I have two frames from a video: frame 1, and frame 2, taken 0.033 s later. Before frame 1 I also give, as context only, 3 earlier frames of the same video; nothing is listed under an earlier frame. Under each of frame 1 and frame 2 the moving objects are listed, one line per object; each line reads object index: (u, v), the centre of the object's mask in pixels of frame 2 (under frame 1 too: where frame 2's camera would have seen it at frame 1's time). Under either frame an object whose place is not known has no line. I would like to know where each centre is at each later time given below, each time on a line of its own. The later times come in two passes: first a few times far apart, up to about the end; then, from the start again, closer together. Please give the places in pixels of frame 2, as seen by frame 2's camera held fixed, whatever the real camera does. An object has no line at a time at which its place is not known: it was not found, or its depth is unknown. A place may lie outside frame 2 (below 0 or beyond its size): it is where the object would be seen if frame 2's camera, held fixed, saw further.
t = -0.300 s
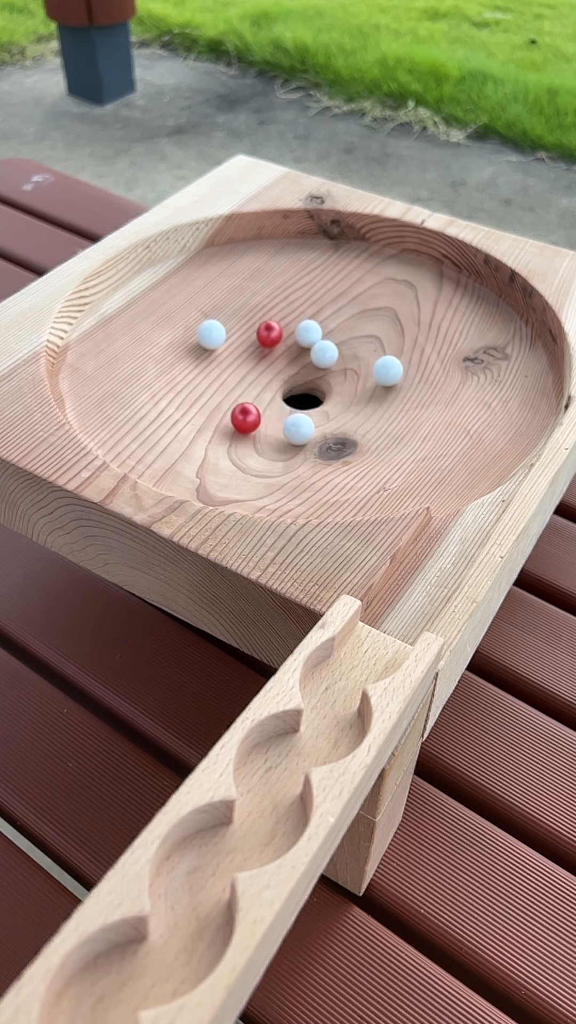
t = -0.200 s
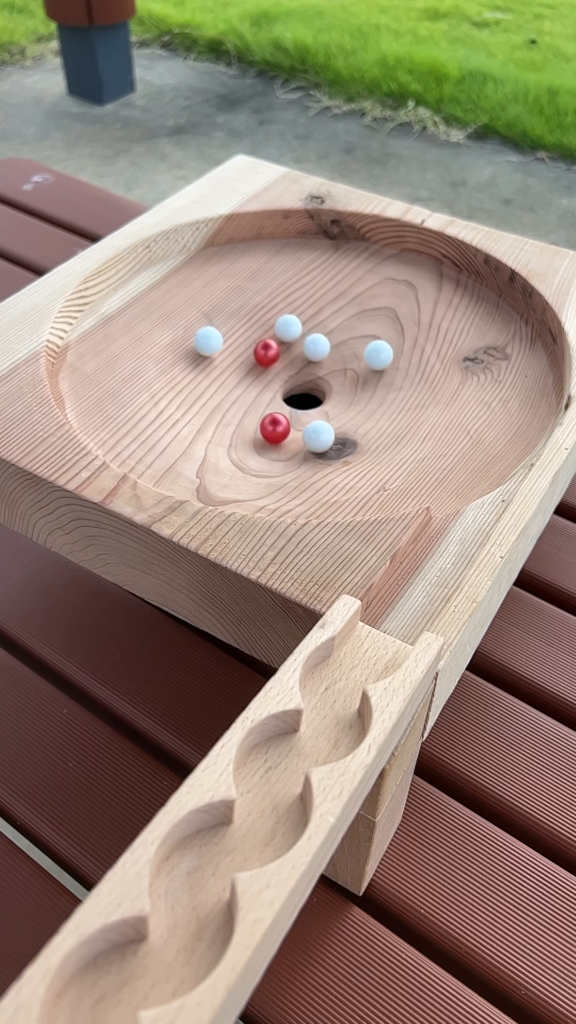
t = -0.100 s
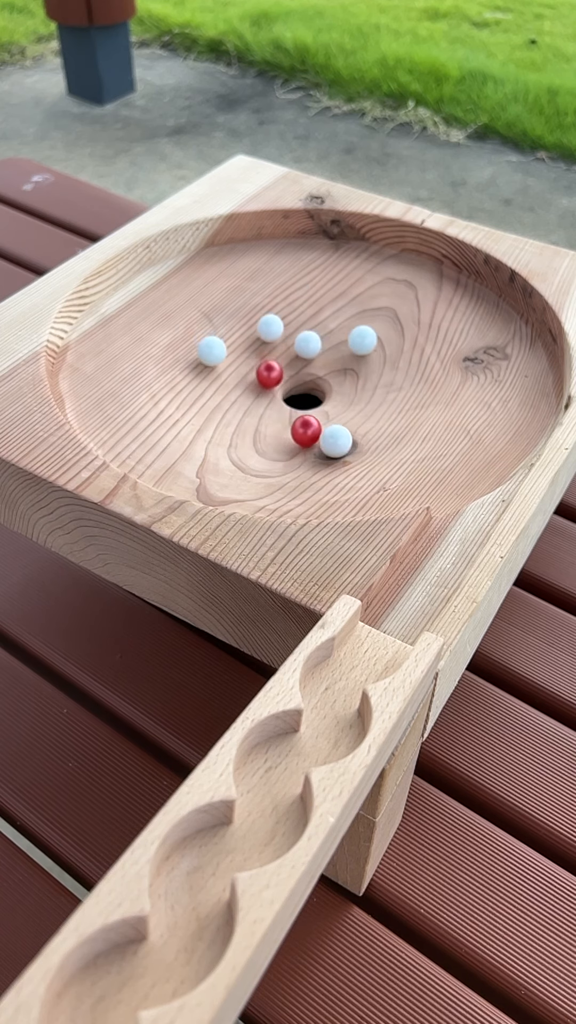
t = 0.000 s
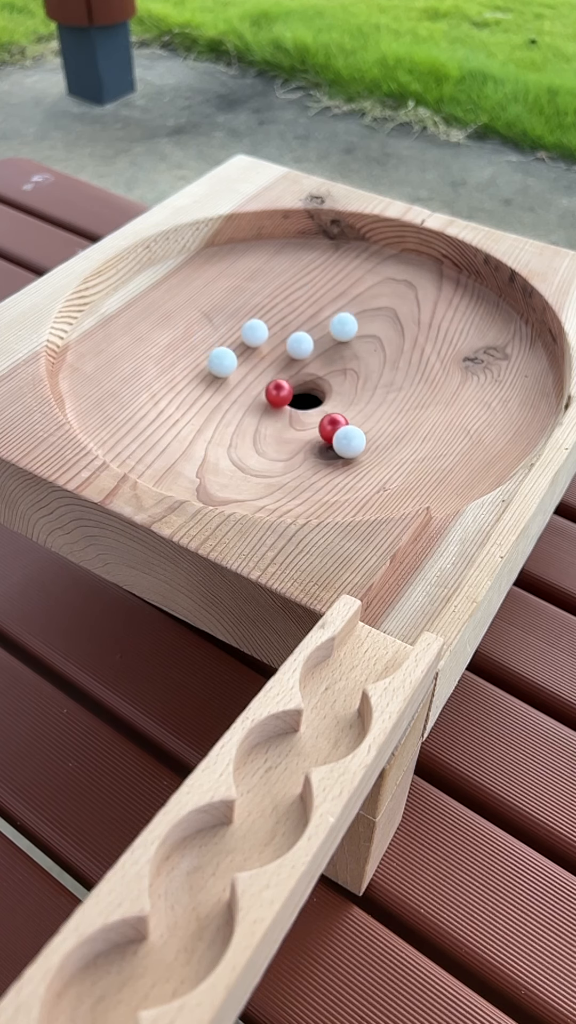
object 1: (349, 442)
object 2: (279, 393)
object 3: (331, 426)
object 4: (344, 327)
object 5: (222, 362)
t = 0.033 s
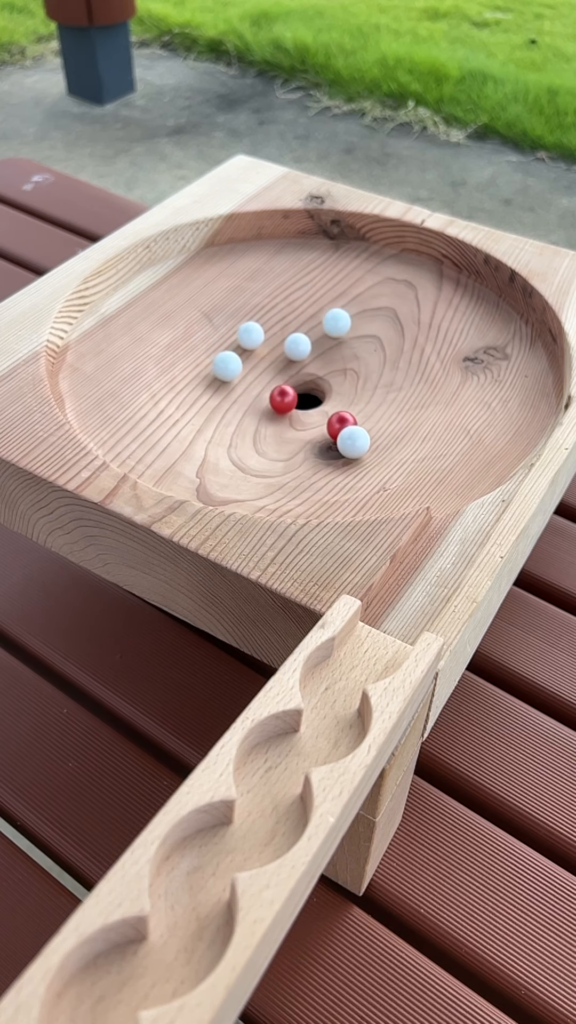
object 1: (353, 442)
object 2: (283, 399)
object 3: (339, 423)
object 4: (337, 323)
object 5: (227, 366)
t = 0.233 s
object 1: (374, 438)
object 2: (313, 423)
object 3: (378, 409)
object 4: (296, 309)
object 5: (273, 391)
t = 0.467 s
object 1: (382, 424)
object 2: (338, 430)
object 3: (381, 377)
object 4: (255, 315)
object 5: (346, 399)
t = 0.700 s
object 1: (365, 401)
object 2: (340, 422)
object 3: (347, 341)
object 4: (228, 343)
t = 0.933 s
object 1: (316, 368)
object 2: (363, 408)
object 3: (295, 319)
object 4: (229, 381)
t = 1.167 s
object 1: (252, 341)
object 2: (354, 380)
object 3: (248, 317)
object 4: (267, 418)
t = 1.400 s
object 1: (220, 351)
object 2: (320, 351)
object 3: (216, 320)
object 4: (322, 431)
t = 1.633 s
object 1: (222, 371)
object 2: (288, 340)
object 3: (204, 337)
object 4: (359, 423)
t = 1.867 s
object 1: (261, 396)
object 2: (268, 353)
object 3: (200, 357)
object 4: (368, 401)
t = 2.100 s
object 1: (325, 406)
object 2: (273, 381)
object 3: (234, 386)
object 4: (342, 367)
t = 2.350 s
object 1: (375, 389)
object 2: (323, 396)
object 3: (295, 413)
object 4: (292, 328)
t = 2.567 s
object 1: (383, 364)
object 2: (354, 379)
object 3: (345, 413)
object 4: (257, 317)
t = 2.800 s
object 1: (364, 342)
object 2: (339, 364)
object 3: (371, 396)
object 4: (235, 329)
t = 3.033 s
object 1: (321, 331)
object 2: (298, 352)
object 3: (358, 370)
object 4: (236, 358)
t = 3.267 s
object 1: (275, 335)
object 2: (258, 353)
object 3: (314, 344)
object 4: (272, 394)
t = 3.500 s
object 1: (250, 352)
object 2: (240, 371)
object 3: (270, 334)
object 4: (331, 412)
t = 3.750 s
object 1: (263, 378)
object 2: (256, 398)
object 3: (243, 347)
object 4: (375, 404)
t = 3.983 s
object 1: (299, 392)
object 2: (297, 414)
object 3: (251, 375)
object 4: (379, 385)
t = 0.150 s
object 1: (367, 441)
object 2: (301, 415)
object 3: (365, 415)
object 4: (313, 312)
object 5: (251, 381)
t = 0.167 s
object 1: (368, 440)
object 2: (303, 417)
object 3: (368, 414)
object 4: (309, 311)
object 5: (255, 383)
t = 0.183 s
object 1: (370, 440)
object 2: (306, 418)
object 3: (371, 413)
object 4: (306, 310)
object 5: (259, 385)
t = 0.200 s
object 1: (371, 439)
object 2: (308, 420)
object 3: (374, 411)
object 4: (303, 309)
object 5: (264, 387)
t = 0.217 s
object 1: (373, 438)
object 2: (311, 421)
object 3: (376, 410)
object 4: (300, 309)
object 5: (268, 389)
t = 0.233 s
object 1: (374, 438)
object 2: (313, 423)
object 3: (378, 409)
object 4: (296, 309)
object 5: (273, 391)
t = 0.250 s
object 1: (375, 437)
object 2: (316, 424)
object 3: (379, 407)
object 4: (293, 308)
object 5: (278, 393)
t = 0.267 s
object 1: (376, 436)
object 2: (318, 425)
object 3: (381, 405)
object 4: (290, 308)
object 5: (283, 395)
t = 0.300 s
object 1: (379, 434)
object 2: (322, 427)
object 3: (383, 401)
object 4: (283, 308)
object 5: (294, 397)
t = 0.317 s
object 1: (379, 434)
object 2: (324, 427)
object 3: (383, 399)
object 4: (280, 308)
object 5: (299, 398)
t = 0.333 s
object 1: (380, 433)
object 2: (326, 428)
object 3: (384, 397)
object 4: (277, 309)
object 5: (304, 399)
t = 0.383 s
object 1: (382, 430)
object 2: (331, 429)
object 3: (385, 389)
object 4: (268, 310)
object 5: (320, 400)
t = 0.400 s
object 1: (382, 429)
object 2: (333, 430)
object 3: (385, 387)
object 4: (266, 311)
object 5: (325, 400)
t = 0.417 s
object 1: (383, 428)
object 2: (334, 430)
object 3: (384, 385)
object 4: (263, 312)
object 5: (331, 399)
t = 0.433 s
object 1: (383, 426)
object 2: (336, 430)
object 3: (383, 382)
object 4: (260, 313)
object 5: (336, 399)
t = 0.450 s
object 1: (382, 425)
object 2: (337, 430)
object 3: (382, 379)
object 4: (257, 314)
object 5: (341, 399)
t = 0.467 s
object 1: (382, 424)
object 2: (338, 430)
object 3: (381, 377)
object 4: (255, 315)
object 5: (346, 399)
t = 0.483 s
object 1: (382, 422)
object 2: (339, 430)
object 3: (380, 374)
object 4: (252, 317)
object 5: (351, 398)
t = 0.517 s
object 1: (381, 419)
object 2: (341, 430)
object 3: (377, 369)
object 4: (247, 320)
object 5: (359, 396)
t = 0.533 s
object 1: (380, 418)
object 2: (341, 430)
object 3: (375, 366)
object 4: (245, 322)
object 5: (363, 394)
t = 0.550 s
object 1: (379, 416)
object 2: (342, 429)
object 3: (373, 363)
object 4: (243, 324)
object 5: (366, 392)
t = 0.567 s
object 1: (378, 415)
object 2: (342, 429)
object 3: (371, 360)
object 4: (241, 326)
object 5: (370, 390)
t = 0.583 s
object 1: (377, 414)
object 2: (342, 428)
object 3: (368, 358)
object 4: (239, 328)
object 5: (373, 388)
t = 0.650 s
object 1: (371, 407)
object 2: (342, 425)
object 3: (357, 348)
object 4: (232, 336)
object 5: (385, 383)
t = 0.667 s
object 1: (369, 405)
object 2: (341, 424)
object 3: (354, 346)
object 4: (230, 338)
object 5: (387, 382)
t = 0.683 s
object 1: (367, 403)
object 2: (340, 423)
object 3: (350, 343)
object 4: (229, 341)
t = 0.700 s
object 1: (365, 401)
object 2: (340, 422)
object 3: (347, 341)
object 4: (228, 343)
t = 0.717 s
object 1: (362, 399)
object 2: (339, 421)
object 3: (343, 339)
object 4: (227, 346)
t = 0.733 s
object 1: (360, 397)
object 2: (340, 420)
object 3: (340, 336)
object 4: (226, 348)
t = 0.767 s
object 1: (354, 393)
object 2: (347, 419)
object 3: (333, 333)
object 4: (225, 354)
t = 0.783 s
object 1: (351, 390)
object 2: (350, 418)
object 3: (329, 330)
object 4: (224, 356)
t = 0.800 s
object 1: (348, 388)
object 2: (352, 417)
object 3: (325, 329)
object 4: (224, 359)
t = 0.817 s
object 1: (344, 386)
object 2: (354, 416)
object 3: (321, 327)
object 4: (224, 361)
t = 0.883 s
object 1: (329, 376)
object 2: (360, 412)
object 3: (306, 321)
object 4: (226, 373)
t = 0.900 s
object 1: (325, 373)
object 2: (361, 411)
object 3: (302, 320)
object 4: (227, 375)
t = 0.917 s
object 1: (321, 370)
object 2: (362, 409)
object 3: (299, 320)
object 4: (227, 378)
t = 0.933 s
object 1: (316, 368)
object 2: (363, 408)
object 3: (295, 319)
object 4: (229, 381)
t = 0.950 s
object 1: (311, 365)
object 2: (364, 406)
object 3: (292, 318)
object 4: (230, 384)
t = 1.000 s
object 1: (296, 358)
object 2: (364, 401)
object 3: (281, 317)
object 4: (236, 393)
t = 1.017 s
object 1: (291, 355)
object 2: (364, 399)
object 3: (277, 317)
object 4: (238, 396)
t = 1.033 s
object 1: (286, 353)
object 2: (364, 397)
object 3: (274, 317)
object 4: (240, 399)
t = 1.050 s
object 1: (281, 351)
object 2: (363, 395)
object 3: (271, 317)
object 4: (243, 401)
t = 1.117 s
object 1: (263, 343)
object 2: (359, 387)
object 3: (258, 318)
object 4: (256, 411)
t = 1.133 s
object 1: (259, 342)
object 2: (358, 384)
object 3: (254, 318)
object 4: (259, 413)
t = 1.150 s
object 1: (255, 341)
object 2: (356, 382)
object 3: (251, 318)
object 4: (263, 415)
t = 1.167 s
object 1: (252, 341)
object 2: (354, 380)
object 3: (248, 317)
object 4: (267, 418)
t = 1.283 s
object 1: (232, 344)
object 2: (337, 363)
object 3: (229, 316)
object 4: (295, 428)
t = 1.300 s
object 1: (230, 345)
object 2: (333, 361)
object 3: (227, 316)
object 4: (299, 429)
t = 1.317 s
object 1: (228, 346)
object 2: (331, 359)
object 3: (225, 317)
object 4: (303, 429)
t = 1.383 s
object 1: (221, 350)
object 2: (322, 352)
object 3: (218, 319)
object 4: (318, 430)
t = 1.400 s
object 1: (220, 351)
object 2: (320, 351)
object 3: (216, 320)
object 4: (322, 431)
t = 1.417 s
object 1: (219, 352)
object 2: (317, 349)
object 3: (214, 321)
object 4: (325, 431)
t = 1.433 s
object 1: (217, 353)
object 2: (315, 348)
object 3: (213, 322)
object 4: (328, 431)
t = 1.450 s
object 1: (217, 354)
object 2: (312, 346)
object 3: (212, 323)
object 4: (332, 431)
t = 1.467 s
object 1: (216, 355)
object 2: (310, 345)
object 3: (211, 324)
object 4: (335, 431)
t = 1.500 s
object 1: (215, 358)
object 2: (306, 343)
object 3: (209, 326)
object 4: (341, 430)
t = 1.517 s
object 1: (216, 360)
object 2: (303, 342)
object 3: (209, 327)
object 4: (344, 429)
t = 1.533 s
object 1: (216, 361)
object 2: (301, 342)
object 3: (208, 329)
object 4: (346, 428)
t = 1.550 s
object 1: (216, 362)
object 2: (299, 341)
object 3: (208, 330)
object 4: (349, 428)
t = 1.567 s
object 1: (217, 364)
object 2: (296, 341)
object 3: (208, 332)
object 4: (351, 427)
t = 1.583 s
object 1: (218, 366)
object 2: (294, 340)
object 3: (208, 333)
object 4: (353, 426)
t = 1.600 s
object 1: (219, 368)
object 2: (292, 340)
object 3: (208, 335)
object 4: (356, 425)
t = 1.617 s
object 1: (220, 369)
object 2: (290, 340)
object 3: (206, 336)
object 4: (357, 424)
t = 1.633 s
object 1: (222, 371)
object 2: (288, 340)
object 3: (204, 337)
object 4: (359, 423)
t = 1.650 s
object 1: (223, 373)
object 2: (286, 340)
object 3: (202, 338)
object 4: (360, 422)
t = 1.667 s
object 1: (225, 375)
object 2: (284, 341)
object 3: (201, 339)
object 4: (362, 420)
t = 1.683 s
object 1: (227, 377)
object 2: (282, 341)
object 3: (199, 340)
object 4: (363, 419)
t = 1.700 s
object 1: (229, 378)
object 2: (281, 342)
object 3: (198, 341)
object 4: (364, 418)
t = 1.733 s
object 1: (234, 382)
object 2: (277, 343)
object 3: (197, 344)
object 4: (367, 415)
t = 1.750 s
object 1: (237, 384)
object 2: (276, 344)
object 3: (197, 345)
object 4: (367, 414)
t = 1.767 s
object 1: (240, 386)
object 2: (274, 345)
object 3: (197, 347)
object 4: (368, 412)
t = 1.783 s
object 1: (243, 388)
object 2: (273, 346)
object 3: (196, 348)
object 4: (369, 411)
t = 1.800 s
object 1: (246, 390)
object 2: (272, 348)
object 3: (197, 350)
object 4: (369, 409)
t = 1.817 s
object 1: (250, 392)
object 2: (271, 349)
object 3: (197, 351)
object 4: (369, 407)
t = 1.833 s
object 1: (253, 393)
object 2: (270, 350)
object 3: (198, 353)
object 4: (369, 405)
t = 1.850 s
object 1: (257, 395)
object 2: (269, 352)
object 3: (199, 355)
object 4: (369, 403)
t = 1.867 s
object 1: (261, 396)
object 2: (268, 353)
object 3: (200, 357)
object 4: (368, 401)
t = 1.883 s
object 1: (265, 398)
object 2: (267, 355)
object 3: (201, 359)
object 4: (368, 399)
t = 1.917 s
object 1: (274, 400)
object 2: (267, 358)
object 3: (204, 362)
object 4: (366, 394)
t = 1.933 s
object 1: (278, 402)
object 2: (266, 359)
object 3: (206, 364)
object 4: (365, 392)
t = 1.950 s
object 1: (283, 403)
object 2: (266, 361)
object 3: (207, 366)
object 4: (363, 390)
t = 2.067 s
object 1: (316, 407)
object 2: (270, 377)
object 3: (227, 382)
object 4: (347, 372)
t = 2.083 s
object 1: (321, 407)
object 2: (271, 379)
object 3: (230, 384)
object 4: (344, 369)
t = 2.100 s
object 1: (325, 406)
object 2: (273, 381)
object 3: (234, 386)
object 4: (342, 367)
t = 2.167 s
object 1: (342, 404)
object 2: (280, 389)
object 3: (251, 394)
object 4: (329, 356)
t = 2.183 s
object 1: (346, 403)
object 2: (283, 391)
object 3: (256, 396)
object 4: (325, 353)
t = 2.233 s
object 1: (357, 400)
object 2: (294, 395)
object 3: (267, 402)
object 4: (315, 345)
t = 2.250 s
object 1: (360, 399)
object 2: (299, 396)
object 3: (271, 403)
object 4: (312, 342)
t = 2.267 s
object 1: (364, 397)
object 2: (302, 396)
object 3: (275, 406)
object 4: (308, 339)
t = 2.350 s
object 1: (375, 389)
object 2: (323, 396)
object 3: (295, 413)
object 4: (292, 328)
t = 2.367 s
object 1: (377, 388)
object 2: (327, 396)
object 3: (299, 414)
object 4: (289, 327)
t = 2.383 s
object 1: (379, 386)
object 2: (330, 395)
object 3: (304, 414)
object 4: (286, 325)
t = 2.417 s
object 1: (381, 382)
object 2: (337, 393)
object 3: (312, 415)
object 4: (280, 323)
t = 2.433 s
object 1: (382, 380)
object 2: (340, 391)
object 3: (316, 415)
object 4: (278, 321)
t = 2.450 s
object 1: (382, 378)
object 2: (343, 390)
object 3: (320, 415)
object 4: (275, 320)
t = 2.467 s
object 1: (383, 376)
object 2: (346, 388)
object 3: (324, 416)
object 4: (272, 319)
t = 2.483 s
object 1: (383, 374)
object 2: (348, 386)
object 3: (328, 416)
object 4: (269, 318)
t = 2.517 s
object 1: (383, 370)
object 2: (352, 382)
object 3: (335, 415)
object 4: (264, 318)
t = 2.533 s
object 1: (383, 368)
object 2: (354, 381)
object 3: (338, 415)
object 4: (262, 317)
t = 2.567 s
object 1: (383, 364)
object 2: (354, 379)
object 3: (345, 413)
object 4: (257, 317)
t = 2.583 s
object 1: (383, 362)
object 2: (354, 378)
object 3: (347, 412)
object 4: (255, 317)
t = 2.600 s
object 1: (382, 361)
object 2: (354, 376)
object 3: (350, 412)
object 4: (253, 317)
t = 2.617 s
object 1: (382, 359)
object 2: (354, 376)
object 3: (353, 411)
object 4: (251, 318)
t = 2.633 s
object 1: (381, 357)
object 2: (353, 374)
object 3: (356, 410)
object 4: (249, 318)
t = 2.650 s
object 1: (380, 355)
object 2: (353, 373)
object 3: (358, 409)
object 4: (247, 319)
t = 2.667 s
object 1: (379, 354)
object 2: (352, 372)
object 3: (360, 407)
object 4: (245, 320)
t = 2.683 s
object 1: (378, 352)
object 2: (351, 371)
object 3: (362, 407)
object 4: (244, 321)
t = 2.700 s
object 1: (376, 350)
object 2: (349, 370)
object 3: (364, 405)
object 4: (242, 322)
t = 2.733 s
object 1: (373, 347)
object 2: (346, 368)
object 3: (367, 402)
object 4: (239, 324)
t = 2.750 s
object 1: (370, 346)
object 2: (345, 367)
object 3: (368, 401)
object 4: (238, 325)
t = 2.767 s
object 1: (368, 344)
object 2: (343, 365)
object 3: (369, 400)
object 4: (237, 326)
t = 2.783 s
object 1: (366, 343)
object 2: (341, 365)
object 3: (370, 398)
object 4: (236, 328)
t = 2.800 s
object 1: (364, 342)
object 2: (339, 364)
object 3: (371, 396)
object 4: (235, 329)
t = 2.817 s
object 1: (361, 340)
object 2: (337, 363)
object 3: (372, 395)
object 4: (234, 331)
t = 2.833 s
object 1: (359, 339)
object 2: (334, 362)
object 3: (372, 393)
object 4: (234, 332)
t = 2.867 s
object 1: (354, 337)
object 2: (328, 360)
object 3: (372, 389)
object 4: (233, 335)
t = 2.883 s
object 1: (351, 335)
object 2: (325, 359)
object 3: (371, 387)
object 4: (233, 337)
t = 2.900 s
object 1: (348, 335)
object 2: (323, 358)
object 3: (371, 385)
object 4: (233, 339)
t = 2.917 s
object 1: (345, 334)
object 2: (319, 357)
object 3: (370, 383)
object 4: (233, 341)
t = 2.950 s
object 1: (338, 333)
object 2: (313, 355)
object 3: (367, 379)
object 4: (233, 346)
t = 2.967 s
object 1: (335, 332)
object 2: (310, 354)
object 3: (366, 377)
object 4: (233, 348)
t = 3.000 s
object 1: (328, 332)
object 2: (304, 353)
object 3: (362, 373)
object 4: (235, 353)
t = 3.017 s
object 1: (325, 332)
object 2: (301, 353)
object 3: (360, 372)
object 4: (236, 355)
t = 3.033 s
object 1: (321, 331)
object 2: (298, 352)
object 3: (358, 370)
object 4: (236, 358)
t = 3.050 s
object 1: (318, 331)
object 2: (294, 352)
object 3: (356, 368)
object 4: (238, 360)
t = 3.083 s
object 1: (311, 331)
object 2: (288, 351)
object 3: (350, 364)
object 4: (241, 365)
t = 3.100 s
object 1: (307, 331)
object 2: (285, 351)
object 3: (347, 362)
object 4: (243, 368)
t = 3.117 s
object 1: (303, 332)
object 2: (282, 351)
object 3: (344, 360)
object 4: (245, 371)
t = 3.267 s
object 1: (275, 335)
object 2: (258, 353)
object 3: (314, 344)
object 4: (272, 394)
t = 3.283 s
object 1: (272, 336)
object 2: (256, 354)
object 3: (311, 343)
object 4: (276, 396)
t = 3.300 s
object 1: (269, 337)
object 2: (254, 355)
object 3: (307, 342)
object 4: (280, 399)
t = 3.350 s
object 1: (263, 340)
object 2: (248, 358)
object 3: (297, 338)
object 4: (293, 404)
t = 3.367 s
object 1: (261, 341)
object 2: (247, 359)
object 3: (294, 337)
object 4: (297, 405)
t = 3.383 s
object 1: (259, 342)
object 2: (245, 361)
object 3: (290, 336)
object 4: (301, 407)
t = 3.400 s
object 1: (257, 344)
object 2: (244, 362)
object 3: (287, 336)
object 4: (305, 408)
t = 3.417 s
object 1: (256, 345)
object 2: (243, 363)
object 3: (284, 335)
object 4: (310, 409)
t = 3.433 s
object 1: (254, 346)
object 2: (242, 365)
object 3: (281, 335)
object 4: (314, 410)
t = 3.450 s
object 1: (253, 347)
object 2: (241, 366)
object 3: (278, 335)
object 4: (318, 411)
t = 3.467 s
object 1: (252, 349)
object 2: (240, 368)
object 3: (275, 334)
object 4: (323, 411)
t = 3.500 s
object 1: (250, 352)
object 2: (240, 371)
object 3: (270, 334)
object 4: (331, 412)
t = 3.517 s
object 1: (249, 353)
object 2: (240, 373)
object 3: (267, 335)
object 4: (335, 412)
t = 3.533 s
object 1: (249, 354)
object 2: (240, 374)
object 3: (264, 335)
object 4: (339, 412)
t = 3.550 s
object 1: (248, 356)
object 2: (240, 376)
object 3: (262, 335)
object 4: (343, 412)
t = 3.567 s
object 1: (248, 358)
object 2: (241, 378)
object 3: (260, 335)
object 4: (346, 412)
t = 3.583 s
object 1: (249, 360)
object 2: (241, 380)
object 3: (258, 336)
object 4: (350, 411)
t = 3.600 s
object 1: (249, 361)
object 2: (242, 382)
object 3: (255, 337)
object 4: (353, 411)
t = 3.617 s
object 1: (250, 363)
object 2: (243, 384)
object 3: (253, 338)
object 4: (356, 410)
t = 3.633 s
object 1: (250, 365)
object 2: (244, 385)
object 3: (251, 339)
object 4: (359, 410)
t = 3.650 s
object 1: (251, 367)
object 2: (245, 387)
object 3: (249, 340)
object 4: (362, 409)
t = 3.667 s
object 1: (253, 369)
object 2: (246, 389)
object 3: (248, 341)
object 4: (365, 408)
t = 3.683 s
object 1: (255, 371)
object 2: (248, 391)
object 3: (247, 342)
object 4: (367, 408)
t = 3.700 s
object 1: (256, 372)
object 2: (250, 393)
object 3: (245, 343)
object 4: (369, 407)
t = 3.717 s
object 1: (258, 374)
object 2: (252, 395)
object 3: (244, 344)
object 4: (371, 406)
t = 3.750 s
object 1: (263, 378)
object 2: (256, 398)
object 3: (243, 347)
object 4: (375, 404)
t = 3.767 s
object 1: (265, 379)
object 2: (259, 400)
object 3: (243, 349)
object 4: (376, 403)
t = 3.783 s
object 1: (268, 381)
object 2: (261, 402)
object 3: (242, 350)
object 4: (378, 401)
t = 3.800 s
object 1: (270, 382)
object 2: (264, 403)
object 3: (242, 352)
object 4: (379, 400)
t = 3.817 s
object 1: (273, 384)
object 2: (266, 405)
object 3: (242, 354)
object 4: (380, 399)
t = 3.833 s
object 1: (275, 385)
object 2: (269, 406)
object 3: (242, 356)
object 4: (381, 398)
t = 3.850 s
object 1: (278, 386)
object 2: (271, 408)
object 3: (243, 357)
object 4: (382, 396)
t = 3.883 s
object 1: (283, 389)
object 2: (277, 410)
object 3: (244, 361)
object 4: (382, 394)
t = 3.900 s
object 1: (285, 390)
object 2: (281, 411)
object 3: (245, 363)
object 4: (383, 393)
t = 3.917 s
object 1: (288, 390)
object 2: (284, 412)
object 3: (245, 366)
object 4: (382, 391)
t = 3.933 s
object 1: (292, 391)
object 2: (287, 413)
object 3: (247, 368)
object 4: (382, 390)
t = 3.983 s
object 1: (299, 392)
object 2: (297, 414)
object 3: (251, 375)
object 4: (379, 385)
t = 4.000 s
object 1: (301, 392)
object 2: (300, 415)
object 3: (253, 377)
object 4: (378, 383)
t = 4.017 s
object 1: (304, 393)
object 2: (303, 415)
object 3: (256, 380)
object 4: (377, 382)
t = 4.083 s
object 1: (315, 392)
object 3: (266, 388)
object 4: (368, 375)
